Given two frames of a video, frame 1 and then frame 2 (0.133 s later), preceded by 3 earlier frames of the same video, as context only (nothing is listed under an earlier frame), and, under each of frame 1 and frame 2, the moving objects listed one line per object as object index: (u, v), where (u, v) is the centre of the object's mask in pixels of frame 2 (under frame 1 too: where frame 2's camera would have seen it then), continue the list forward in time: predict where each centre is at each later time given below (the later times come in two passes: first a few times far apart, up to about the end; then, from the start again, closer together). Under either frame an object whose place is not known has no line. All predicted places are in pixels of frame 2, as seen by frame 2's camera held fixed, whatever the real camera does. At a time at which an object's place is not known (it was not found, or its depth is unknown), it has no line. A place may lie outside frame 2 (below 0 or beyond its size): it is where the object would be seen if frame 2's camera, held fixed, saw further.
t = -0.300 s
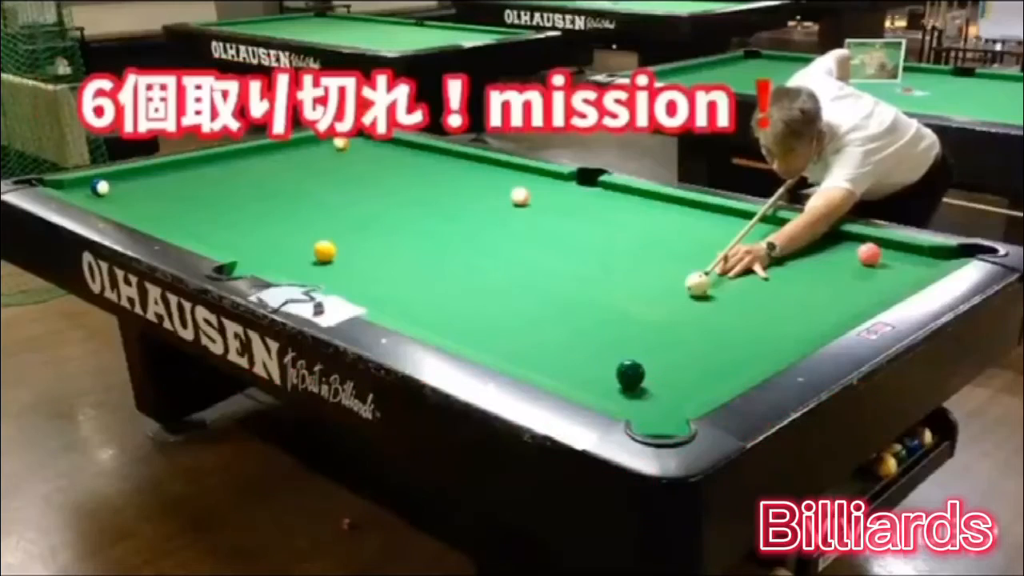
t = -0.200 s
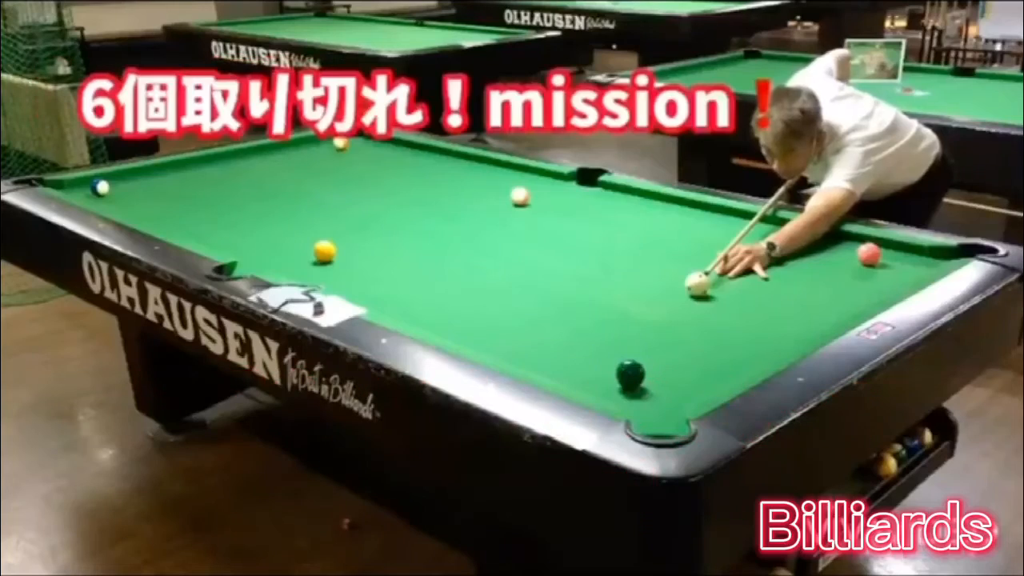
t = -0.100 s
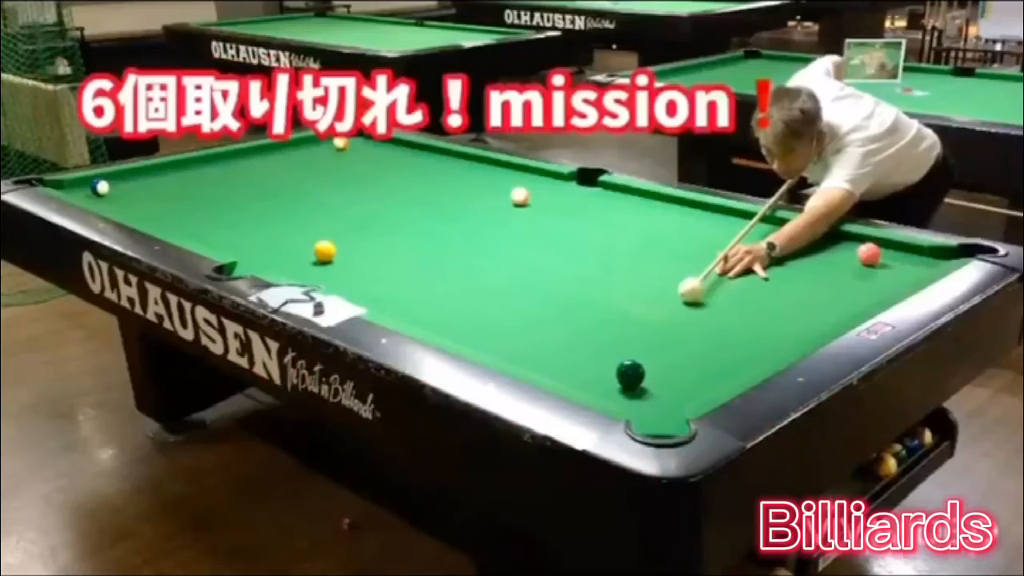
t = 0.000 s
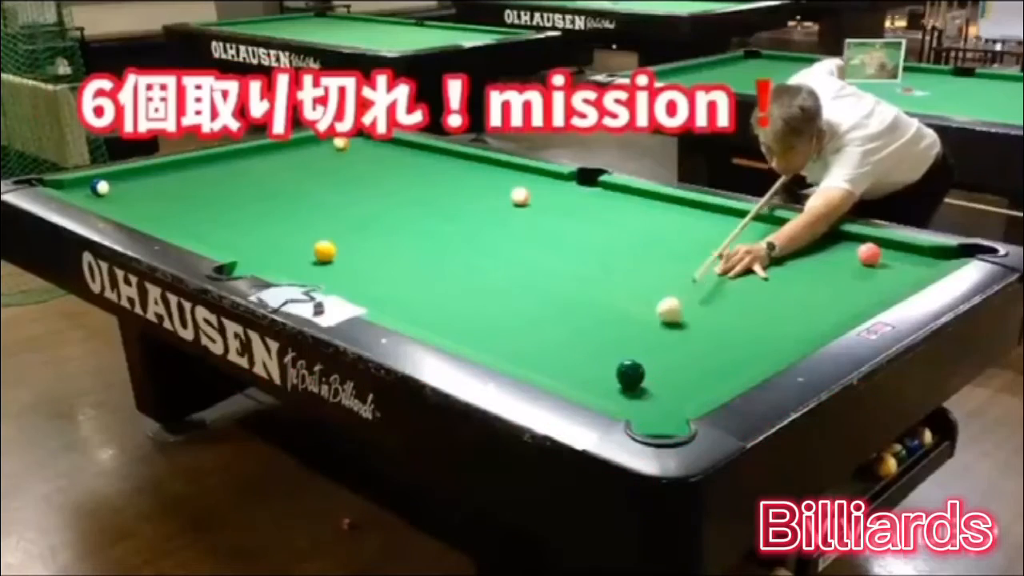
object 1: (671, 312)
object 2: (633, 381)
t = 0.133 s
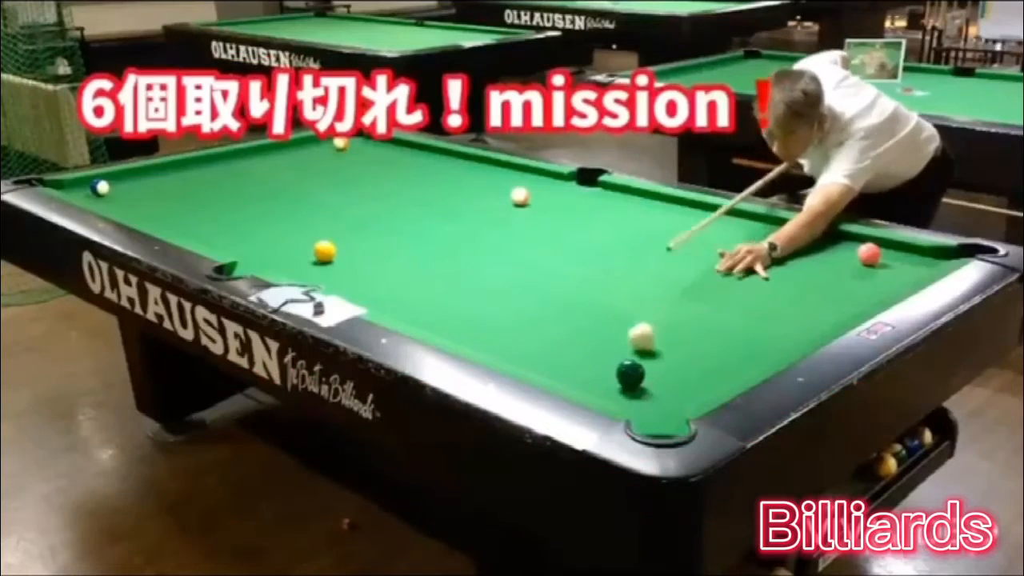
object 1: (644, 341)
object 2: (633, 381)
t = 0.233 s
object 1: (618, 356)
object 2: (633, 381)
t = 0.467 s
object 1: (573, 372)
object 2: (662, 406)
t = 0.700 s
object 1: (598, 351)
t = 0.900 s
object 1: (617, 336)
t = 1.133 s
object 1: (637, 320)
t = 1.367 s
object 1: (655, 306)
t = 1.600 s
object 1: (671, 293)
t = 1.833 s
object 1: (686, 281)
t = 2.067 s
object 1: (699, 270)
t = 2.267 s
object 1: (708, 262)
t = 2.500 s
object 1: (719, 253)
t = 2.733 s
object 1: (729, 246)
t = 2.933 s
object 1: (737, 240)
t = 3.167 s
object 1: (744, 233)
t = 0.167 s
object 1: (637, 346)
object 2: (633, 381)
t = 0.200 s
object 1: (627, 349)
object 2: (633, 381)
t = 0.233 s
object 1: (618, 356)
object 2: (633, 381)
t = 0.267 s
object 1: (608, 365)
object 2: (636, 384)
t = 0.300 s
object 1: (596, 367)
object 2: (641, 388)
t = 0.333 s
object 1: (583, 374)
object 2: (646, 392)
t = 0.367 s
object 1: (570, 374)
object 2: (650, 396)
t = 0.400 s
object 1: (562, 374)
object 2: (654, 399)
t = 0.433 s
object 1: (568, 374)
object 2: (658, 403)
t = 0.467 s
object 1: (573, 372)
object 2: (662, 406)
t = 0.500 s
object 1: (577, 368)
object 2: (667, 410)
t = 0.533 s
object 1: (580, 367)
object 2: (672, 414)
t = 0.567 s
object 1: (584, 363)
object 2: (674, 415)
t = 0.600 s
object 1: (587, 358)
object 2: (670, 417)
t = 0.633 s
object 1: (591, 358)
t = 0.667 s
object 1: (594, 355)
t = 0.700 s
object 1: (598, 351)
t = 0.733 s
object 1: (601, 349)
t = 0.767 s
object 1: (605, 346)
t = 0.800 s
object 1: (608, 343)
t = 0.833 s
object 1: (611, 341)
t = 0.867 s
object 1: (614, 338)
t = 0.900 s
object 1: (617, 336)
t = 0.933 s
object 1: (620, 334)
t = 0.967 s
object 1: (623, 331)
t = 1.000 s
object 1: (626, 329)
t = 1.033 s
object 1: (629, 327)
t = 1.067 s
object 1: (632, 324)
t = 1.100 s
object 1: (635, 322)
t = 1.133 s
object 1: (637, 320)
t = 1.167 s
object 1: (640, 318)
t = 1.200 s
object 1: (643, 316)
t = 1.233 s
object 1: (645, 314)
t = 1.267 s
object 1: (648, 312)
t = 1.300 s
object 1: (650, 310)
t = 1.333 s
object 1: (653, 308)
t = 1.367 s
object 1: (655, 306)
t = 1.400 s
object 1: (658, 304)
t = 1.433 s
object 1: (660, 302)
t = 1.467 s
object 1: (662, 300)
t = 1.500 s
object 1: (665, 298)
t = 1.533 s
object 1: (667, 296)
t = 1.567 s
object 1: (669, 295)
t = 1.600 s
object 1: (671, 293)
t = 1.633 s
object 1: (674, 291)
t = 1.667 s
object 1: (676, 289)
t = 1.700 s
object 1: (677, 287)
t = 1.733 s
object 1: (679, 286)
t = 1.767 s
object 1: (681, 284)
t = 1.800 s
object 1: (684, 282)
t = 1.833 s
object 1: (686, 281)
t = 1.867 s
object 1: (688, 279)
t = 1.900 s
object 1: (690, 278)
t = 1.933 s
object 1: (691, 276)
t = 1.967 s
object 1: (693, 274)
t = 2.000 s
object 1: (695, 273)
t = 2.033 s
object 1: (697, 271)
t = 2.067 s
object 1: (699, 270)
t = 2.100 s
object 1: (700, 269)
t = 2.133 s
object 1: (702, 267)
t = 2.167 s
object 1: (704, 266)
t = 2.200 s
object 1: (706, 265)
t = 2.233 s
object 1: (707, 263)
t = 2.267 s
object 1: (708, 262)
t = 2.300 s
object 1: (710, 261)
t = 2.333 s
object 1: (712, 260)
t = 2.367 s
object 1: (714, 258)
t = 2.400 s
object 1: (715, 257)
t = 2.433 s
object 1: (716, 256)
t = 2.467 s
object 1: (719, 255)
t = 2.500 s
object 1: (719, 253)
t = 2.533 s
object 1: (721, 252)
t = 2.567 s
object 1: (722, 251)
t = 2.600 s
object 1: (724, 250)
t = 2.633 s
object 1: (725, 249)
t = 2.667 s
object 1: (727, 248)
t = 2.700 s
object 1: (728, 247)
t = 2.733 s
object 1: (729, 246)
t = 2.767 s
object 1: (730, 244)
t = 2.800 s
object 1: (732, 243)
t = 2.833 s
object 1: (733, 242)
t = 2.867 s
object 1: (734, 242)
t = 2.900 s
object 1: (735, 240)
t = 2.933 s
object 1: (737, 240)
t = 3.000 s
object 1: (739, 238)
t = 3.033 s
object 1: (740, 237)
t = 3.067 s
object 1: (741, 236)
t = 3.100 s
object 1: (742, 235)
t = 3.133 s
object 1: (743, 234)
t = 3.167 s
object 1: (744, 233)
